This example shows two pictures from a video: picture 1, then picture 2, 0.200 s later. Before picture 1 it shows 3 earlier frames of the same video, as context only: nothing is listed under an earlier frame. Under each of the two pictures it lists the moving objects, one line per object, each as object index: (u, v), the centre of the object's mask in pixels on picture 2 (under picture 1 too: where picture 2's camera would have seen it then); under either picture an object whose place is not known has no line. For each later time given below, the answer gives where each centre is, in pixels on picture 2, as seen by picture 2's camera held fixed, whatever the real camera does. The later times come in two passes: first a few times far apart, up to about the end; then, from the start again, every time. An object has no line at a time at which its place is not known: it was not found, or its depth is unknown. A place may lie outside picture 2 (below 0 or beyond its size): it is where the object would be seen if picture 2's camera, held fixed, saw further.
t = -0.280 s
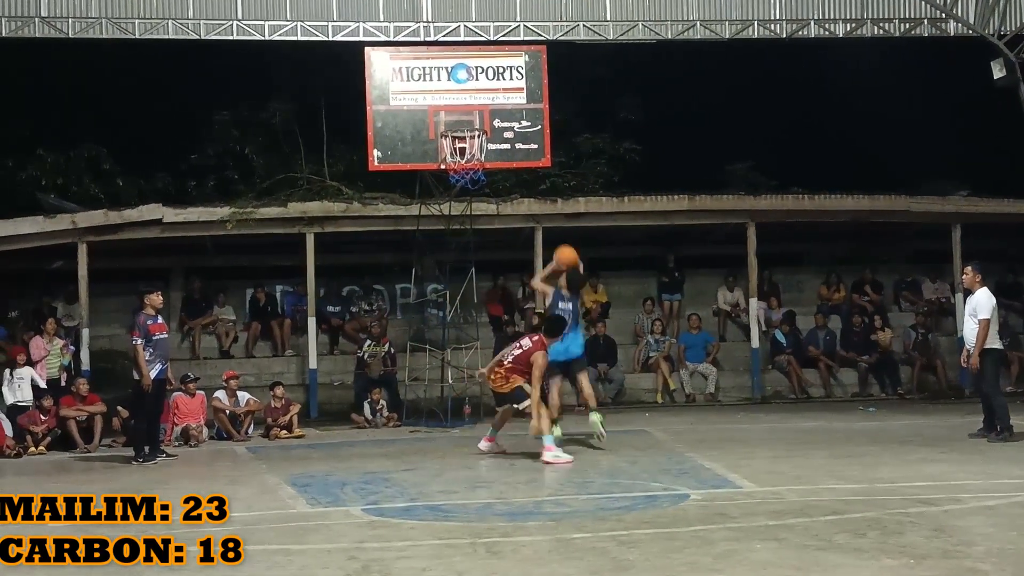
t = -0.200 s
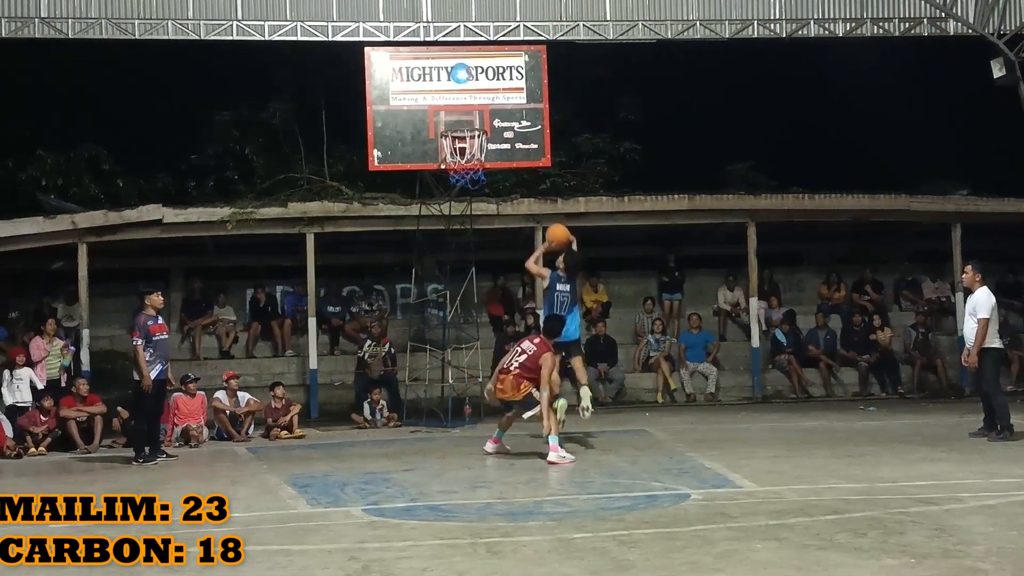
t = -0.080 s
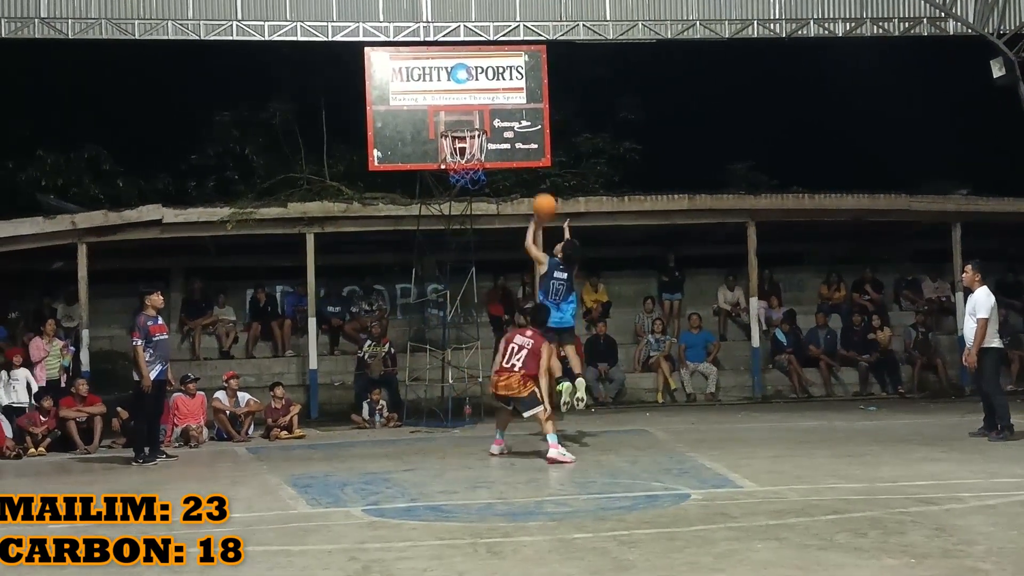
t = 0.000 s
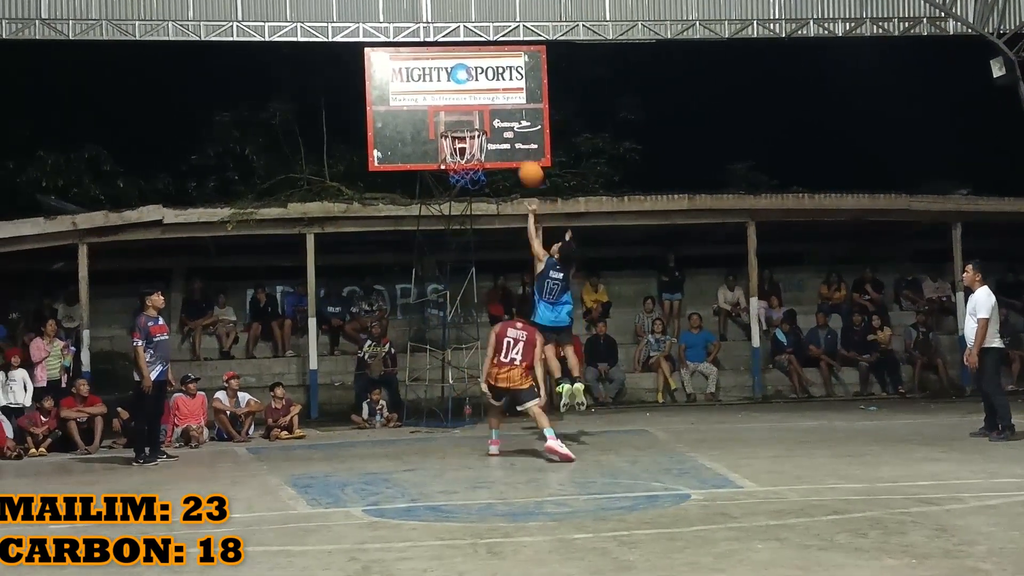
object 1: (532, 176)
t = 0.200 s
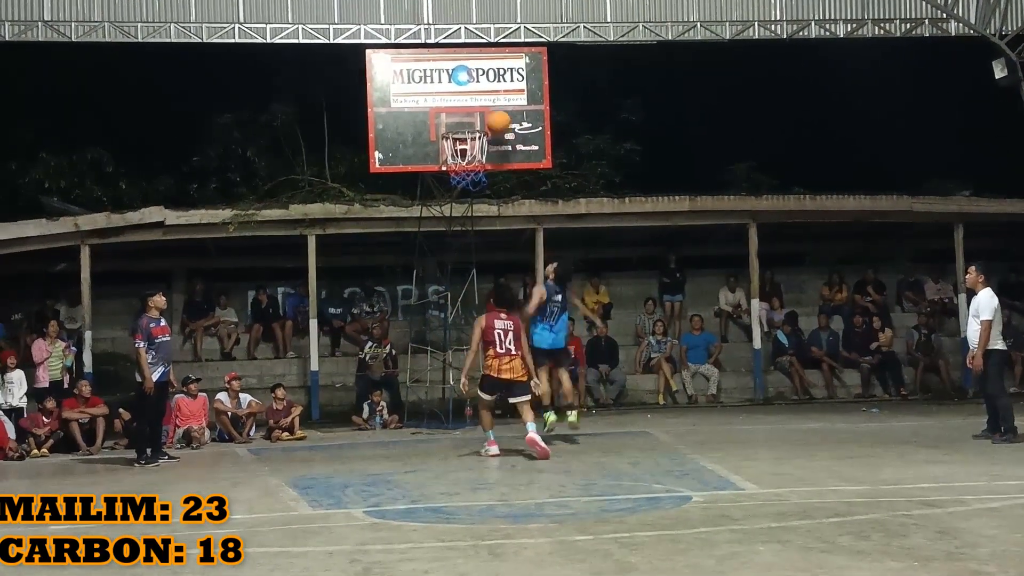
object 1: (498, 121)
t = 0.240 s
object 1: (490, 115)
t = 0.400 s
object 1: (473, 106)
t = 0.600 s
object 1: (462, 120)
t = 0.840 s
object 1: (466, 139)
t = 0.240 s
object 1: (490, 115)
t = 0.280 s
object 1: (484, 112)
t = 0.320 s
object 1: (478, 108)
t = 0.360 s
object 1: (476, 106)
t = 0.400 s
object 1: (473, 106)
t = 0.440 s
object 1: (469, 108)
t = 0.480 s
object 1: (467, 111)
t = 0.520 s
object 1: (463, 117)
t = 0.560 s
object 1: (461, 121)
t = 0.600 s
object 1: (462, 120)
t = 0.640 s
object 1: (463, 119)
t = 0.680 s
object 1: (463, 119)
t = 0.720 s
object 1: (464, 121)
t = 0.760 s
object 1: (465, 123)
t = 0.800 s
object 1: (465, 127)
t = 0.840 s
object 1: (466, 139)
